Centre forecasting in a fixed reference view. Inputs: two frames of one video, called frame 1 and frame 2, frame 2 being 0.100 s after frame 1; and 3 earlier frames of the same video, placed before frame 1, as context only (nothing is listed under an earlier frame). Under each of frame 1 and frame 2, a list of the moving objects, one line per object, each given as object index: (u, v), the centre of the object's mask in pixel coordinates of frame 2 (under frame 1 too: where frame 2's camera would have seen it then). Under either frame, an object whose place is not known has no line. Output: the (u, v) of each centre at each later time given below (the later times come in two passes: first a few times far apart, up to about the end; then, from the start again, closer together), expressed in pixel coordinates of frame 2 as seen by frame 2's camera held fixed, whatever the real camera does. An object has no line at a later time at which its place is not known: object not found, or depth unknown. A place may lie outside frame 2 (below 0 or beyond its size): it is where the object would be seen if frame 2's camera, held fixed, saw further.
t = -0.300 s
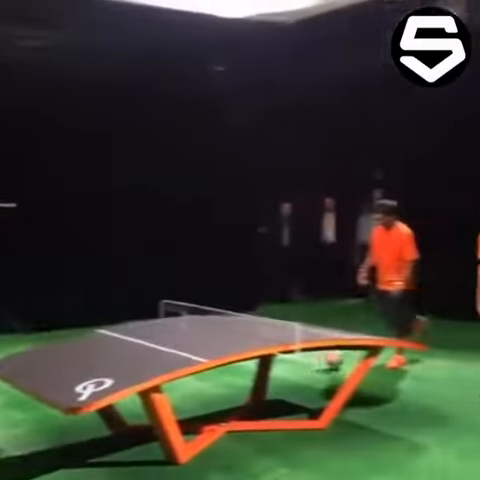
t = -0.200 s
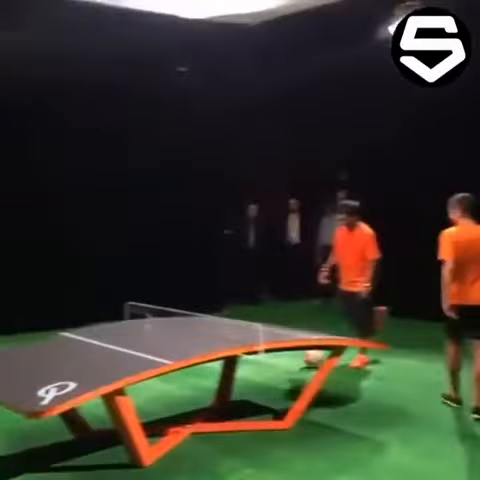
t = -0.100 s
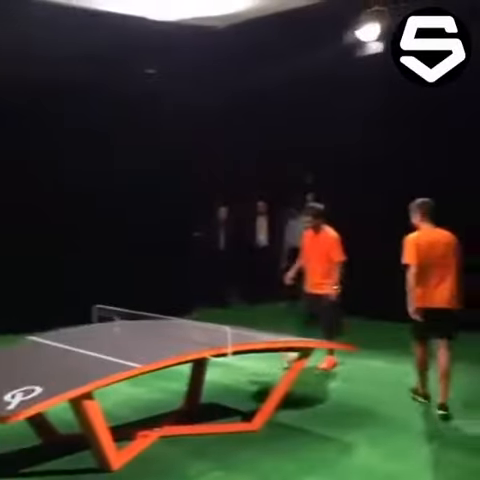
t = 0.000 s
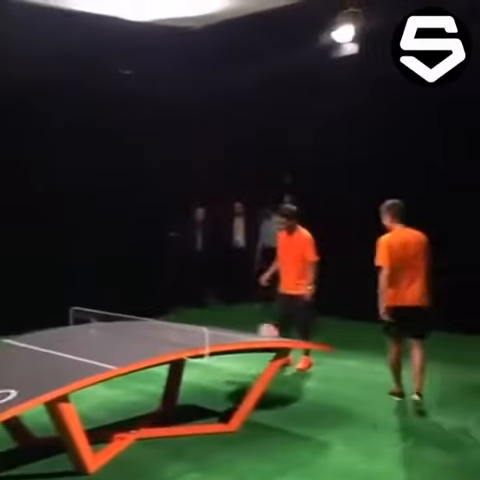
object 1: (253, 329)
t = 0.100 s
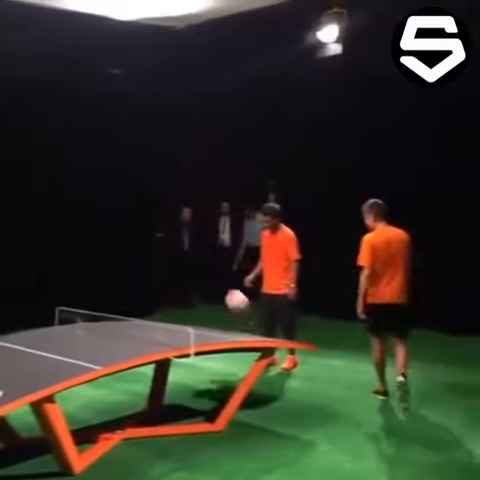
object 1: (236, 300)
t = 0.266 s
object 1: (205, 265)
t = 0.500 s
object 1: (156, 256)
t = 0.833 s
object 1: (142, 302)
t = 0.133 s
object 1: (230, 292)
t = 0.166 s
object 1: (224, 284)
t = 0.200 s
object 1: (217, 277)
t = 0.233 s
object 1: (211, 270)
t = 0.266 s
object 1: (205, 265)
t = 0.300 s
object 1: (198, 261)
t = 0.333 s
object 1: (192, 257)
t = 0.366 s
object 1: (185, 254)
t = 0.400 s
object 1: (178, 254)
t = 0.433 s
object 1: (170, 254)
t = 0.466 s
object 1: (164, 254)
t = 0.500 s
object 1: (156, 256)
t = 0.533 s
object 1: (149, 260)
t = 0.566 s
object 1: (140, 264)
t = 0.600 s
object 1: (131, 270)
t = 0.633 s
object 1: (124, 277)
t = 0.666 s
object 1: (115, 286)
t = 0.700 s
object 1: (107, 297)
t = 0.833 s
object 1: (142, 302)
